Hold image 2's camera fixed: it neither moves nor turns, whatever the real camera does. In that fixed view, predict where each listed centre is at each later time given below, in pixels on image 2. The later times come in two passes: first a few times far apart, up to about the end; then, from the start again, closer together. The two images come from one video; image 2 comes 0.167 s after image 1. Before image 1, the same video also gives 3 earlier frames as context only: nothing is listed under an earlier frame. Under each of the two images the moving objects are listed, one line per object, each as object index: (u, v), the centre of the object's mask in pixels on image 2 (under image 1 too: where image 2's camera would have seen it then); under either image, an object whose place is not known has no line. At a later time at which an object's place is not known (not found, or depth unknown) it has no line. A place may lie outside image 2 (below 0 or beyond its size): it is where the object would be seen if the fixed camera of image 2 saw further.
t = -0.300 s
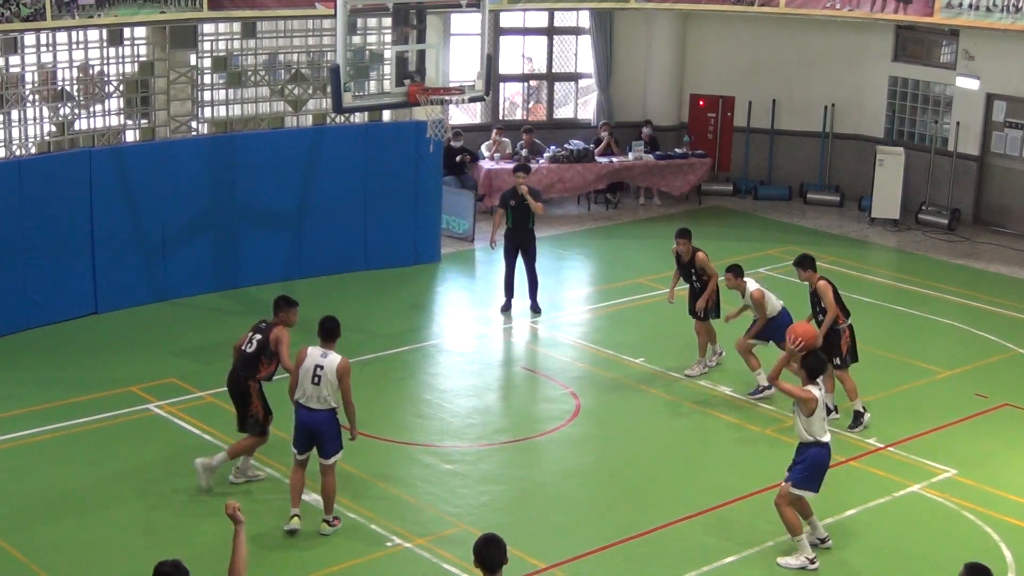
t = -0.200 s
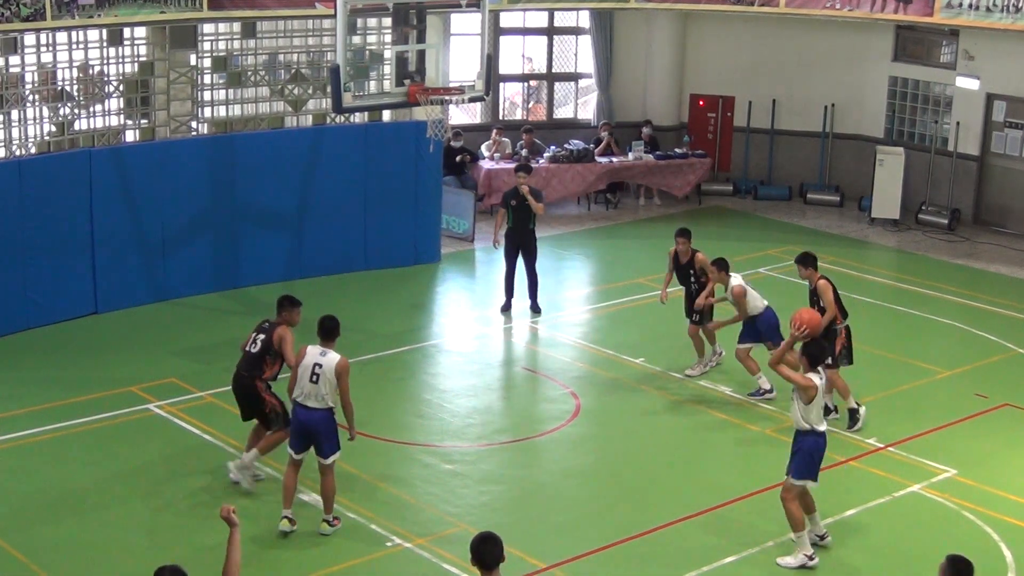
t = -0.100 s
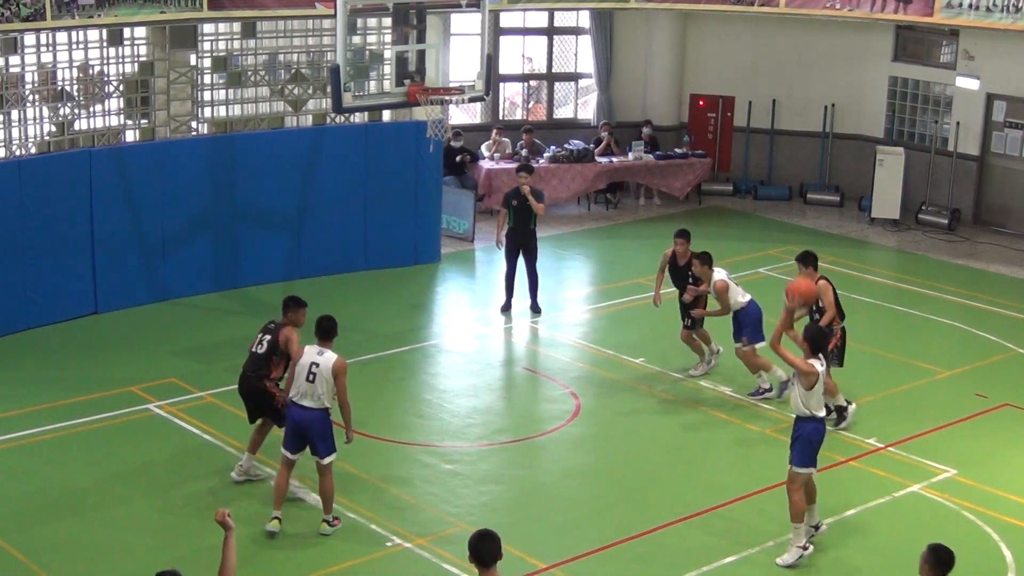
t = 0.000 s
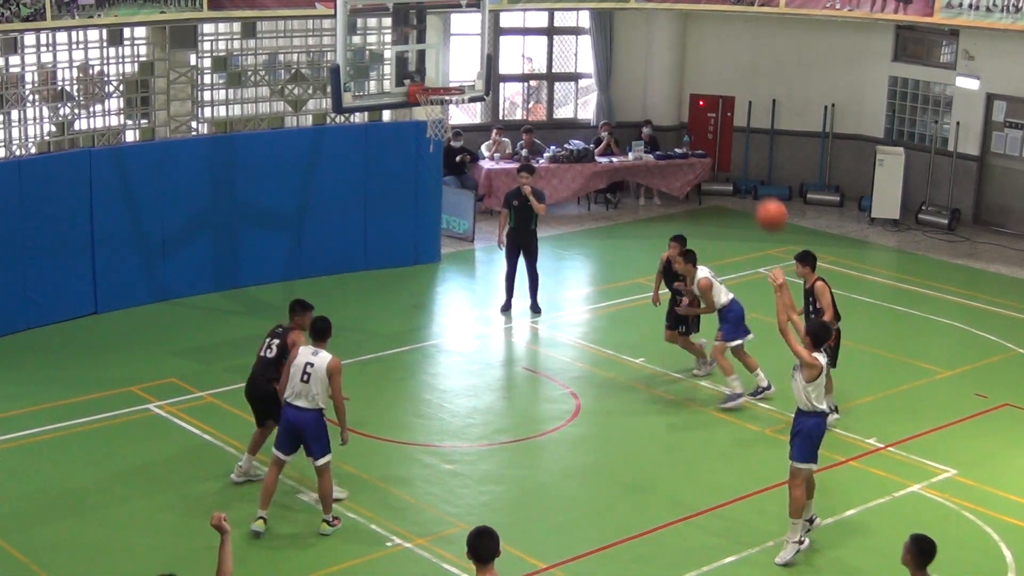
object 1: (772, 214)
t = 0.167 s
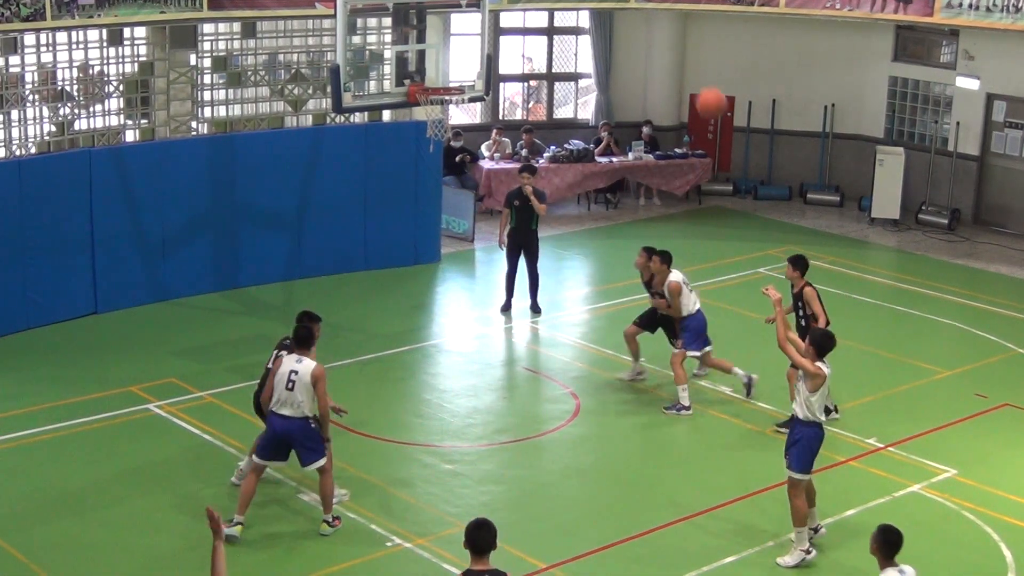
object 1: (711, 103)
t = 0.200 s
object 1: (699, 85)
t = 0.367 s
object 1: (641, 20)
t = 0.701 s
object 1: (532, 2)
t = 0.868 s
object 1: (485, 24)
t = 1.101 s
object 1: (443, 99)
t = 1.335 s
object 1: (444, 155)
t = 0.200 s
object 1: (699, 85)
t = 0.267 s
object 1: (675, 54)
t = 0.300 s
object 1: (664, 41)
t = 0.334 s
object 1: (652, 29)
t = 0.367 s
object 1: (641, 20)
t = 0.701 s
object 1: (532, 2)
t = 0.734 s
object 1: (523, 4)
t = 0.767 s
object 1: (513, 6)
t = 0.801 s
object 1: (503, 9)
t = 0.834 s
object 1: (493, 16)
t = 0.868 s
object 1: (485, 24)
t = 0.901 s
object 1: (475, 34)
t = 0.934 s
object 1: (465, 44)
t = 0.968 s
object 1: (455, 56)
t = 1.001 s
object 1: (446, 68)
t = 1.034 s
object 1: (437, 80)
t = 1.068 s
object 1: (437, 90)
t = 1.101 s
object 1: (443, 99)
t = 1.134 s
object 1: (446, 108)
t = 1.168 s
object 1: (447, 115)
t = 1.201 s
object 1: (446, 121)
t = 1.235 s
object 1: (446, 129)
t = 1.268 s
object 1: (446, 137)
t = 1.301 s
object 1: (444, 145)
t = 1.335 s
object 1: (444, 155)
